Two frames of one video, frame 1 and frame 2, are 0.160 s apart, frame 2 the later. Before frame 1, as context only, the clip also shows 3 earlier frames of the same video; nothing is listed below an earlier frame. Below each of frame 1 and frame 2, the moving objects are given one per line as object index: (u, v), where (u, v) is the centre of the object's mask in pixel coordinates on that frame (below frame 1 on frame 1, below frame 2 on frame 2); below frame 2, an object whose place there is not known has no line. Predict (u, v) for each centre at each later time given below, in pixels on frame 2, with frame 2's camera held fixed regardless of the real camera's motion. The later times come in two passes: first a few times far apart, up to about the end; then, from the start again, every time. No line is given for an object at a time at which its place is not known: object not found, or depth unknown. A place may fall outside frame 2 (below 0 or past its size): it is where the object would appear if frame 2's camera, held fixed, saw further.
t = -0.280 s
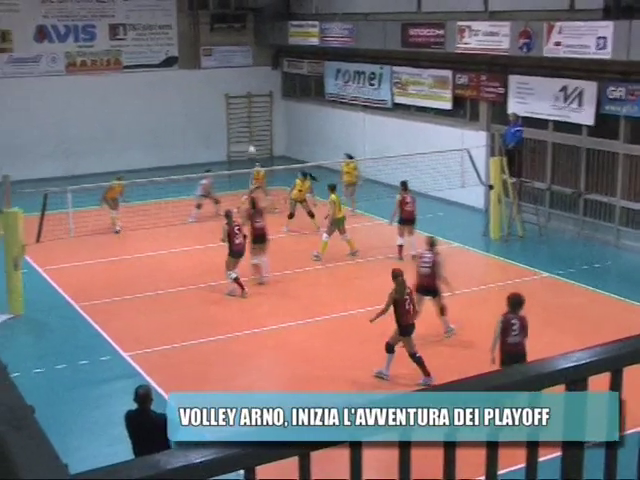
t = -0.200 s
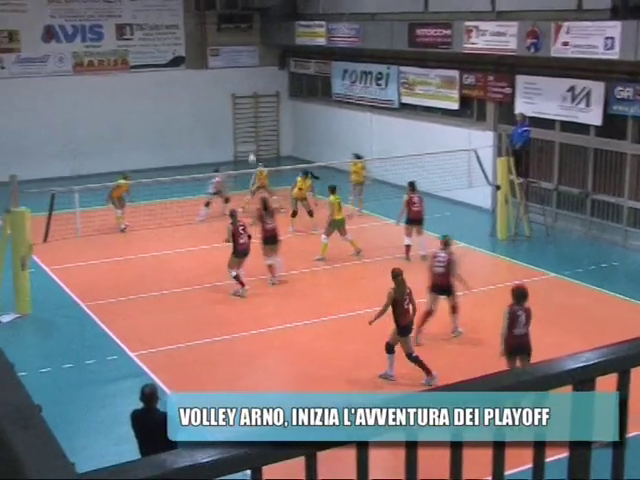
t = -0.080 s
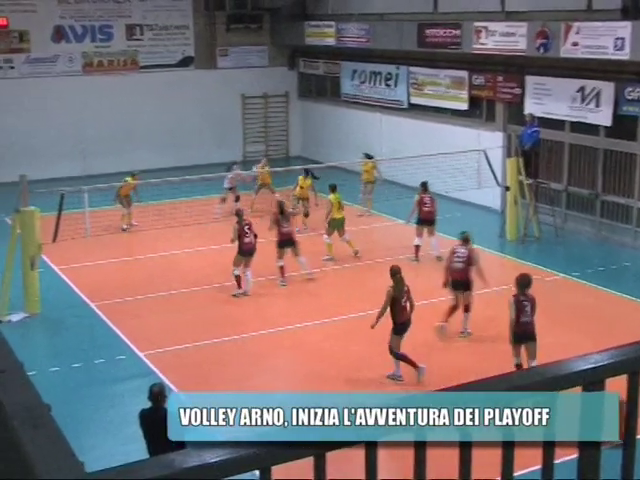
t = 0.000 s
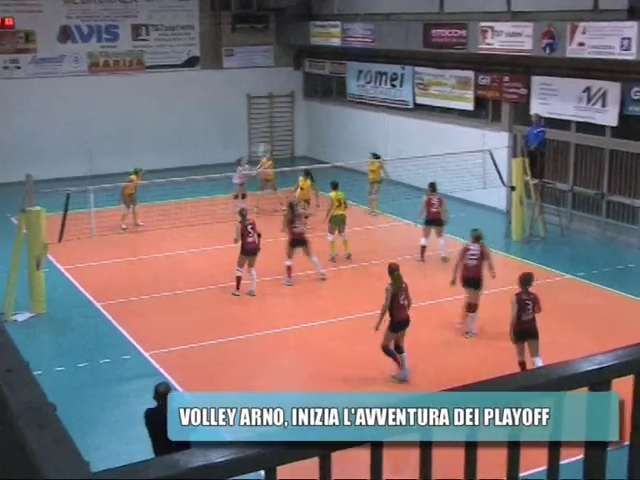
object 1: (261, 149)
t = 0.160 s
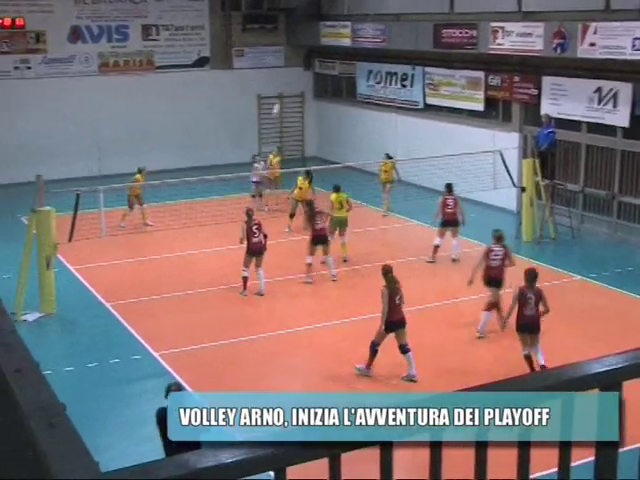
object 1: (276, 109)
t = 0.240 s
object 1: (280, 91)
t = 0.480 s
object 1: (291, 54)
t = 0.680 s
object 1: (301, 40)
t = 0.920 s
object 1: (313, 44)
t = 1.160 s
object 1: (326, 73)
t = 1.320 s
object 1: (335, 106)
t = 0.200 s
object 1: (278, 100)
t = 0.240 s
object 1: (280, 91)
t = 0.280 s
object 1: (282, 85)
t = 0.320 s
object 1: (284, 77)
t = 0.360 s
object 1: (286, 70)
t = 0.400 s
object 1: (289, 63)
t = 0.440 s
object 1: (290, 59)
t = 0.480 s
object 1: (291, 54)
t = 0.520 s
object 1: (293, 50)
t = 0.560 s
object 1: (295, 46)
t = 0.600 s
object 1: (297, 44)
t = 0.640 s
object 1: (299, 42)
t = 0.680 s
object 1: (301, 40)
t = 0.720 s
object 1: (303, 39)
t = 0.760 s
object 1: (305, 39)
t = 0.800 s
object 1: (307, 39)
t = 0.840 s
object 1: (309, 39)
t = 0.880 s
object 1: (311, 42)
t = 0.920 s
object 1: (313, 44)
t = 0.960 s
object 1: (315, 47)
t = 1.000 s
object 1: (317, 50)
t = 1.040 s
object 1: (319, 55)
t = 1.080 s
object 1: (321, 60)
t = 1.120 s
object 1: (323, 66)
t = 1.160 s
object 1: (326, 73)
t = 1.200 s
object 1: (329, 81)
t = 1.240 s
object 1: (331, 89)
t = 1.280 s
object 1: (332, 96)
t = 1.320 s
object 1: (335, 106)
